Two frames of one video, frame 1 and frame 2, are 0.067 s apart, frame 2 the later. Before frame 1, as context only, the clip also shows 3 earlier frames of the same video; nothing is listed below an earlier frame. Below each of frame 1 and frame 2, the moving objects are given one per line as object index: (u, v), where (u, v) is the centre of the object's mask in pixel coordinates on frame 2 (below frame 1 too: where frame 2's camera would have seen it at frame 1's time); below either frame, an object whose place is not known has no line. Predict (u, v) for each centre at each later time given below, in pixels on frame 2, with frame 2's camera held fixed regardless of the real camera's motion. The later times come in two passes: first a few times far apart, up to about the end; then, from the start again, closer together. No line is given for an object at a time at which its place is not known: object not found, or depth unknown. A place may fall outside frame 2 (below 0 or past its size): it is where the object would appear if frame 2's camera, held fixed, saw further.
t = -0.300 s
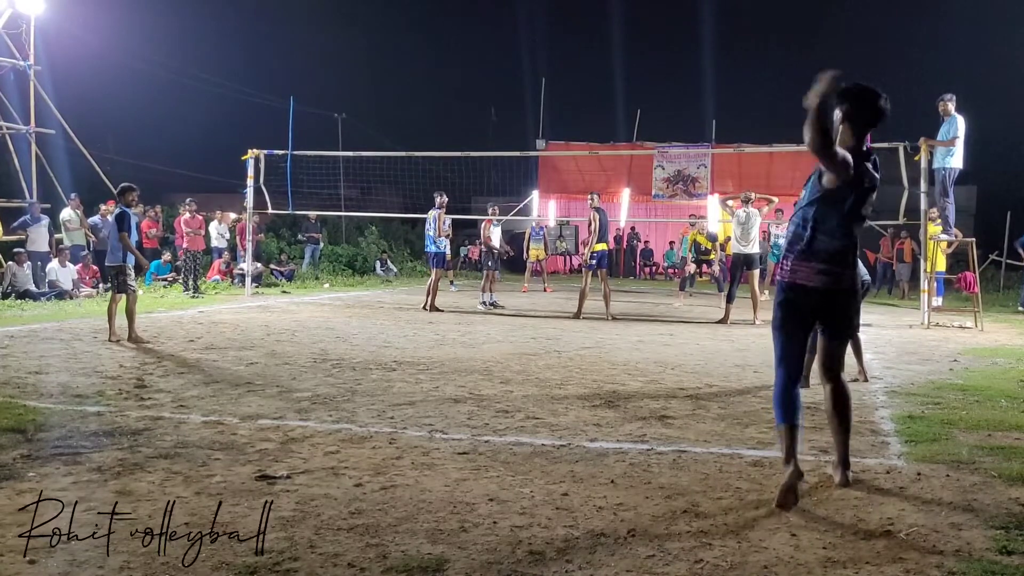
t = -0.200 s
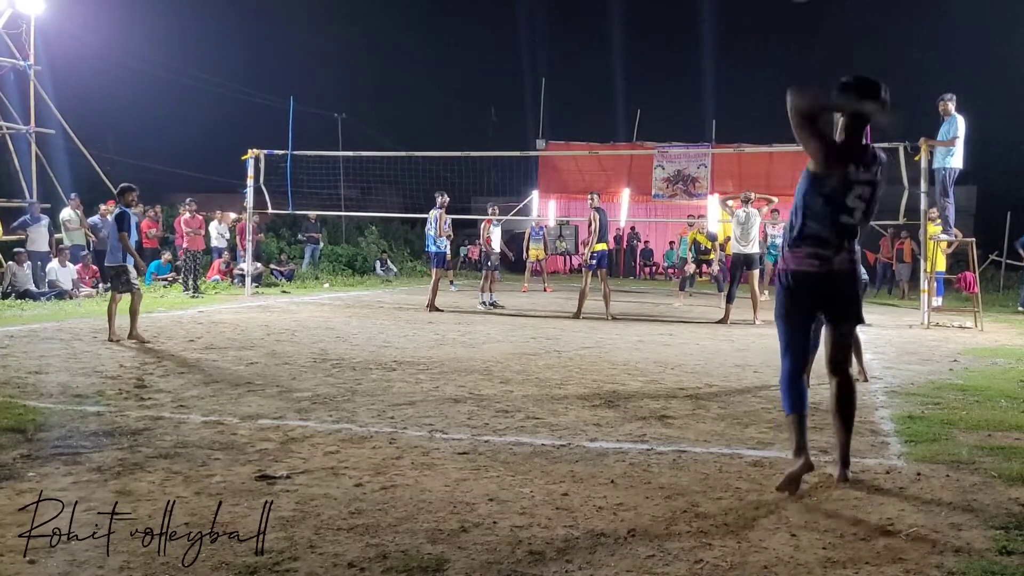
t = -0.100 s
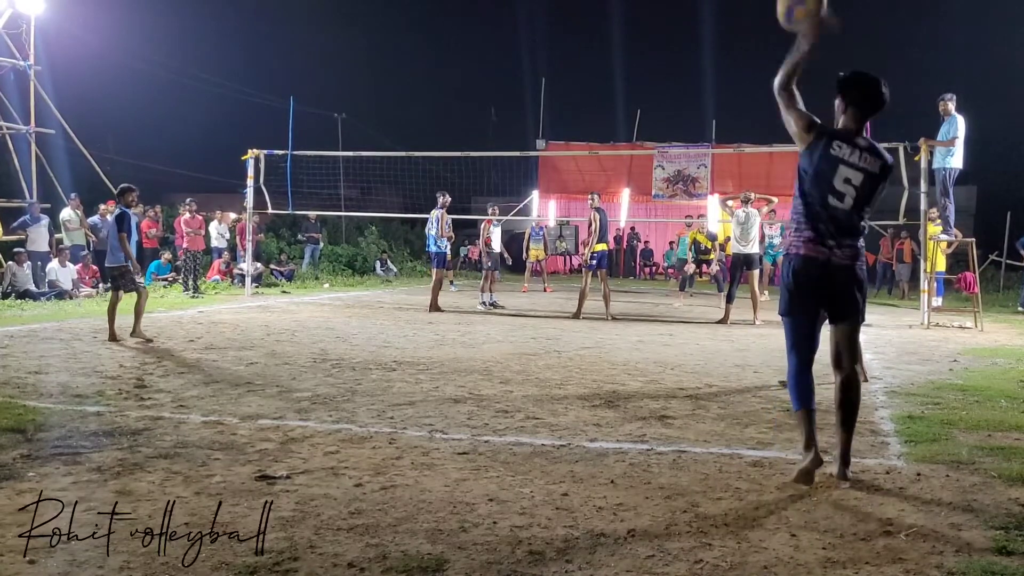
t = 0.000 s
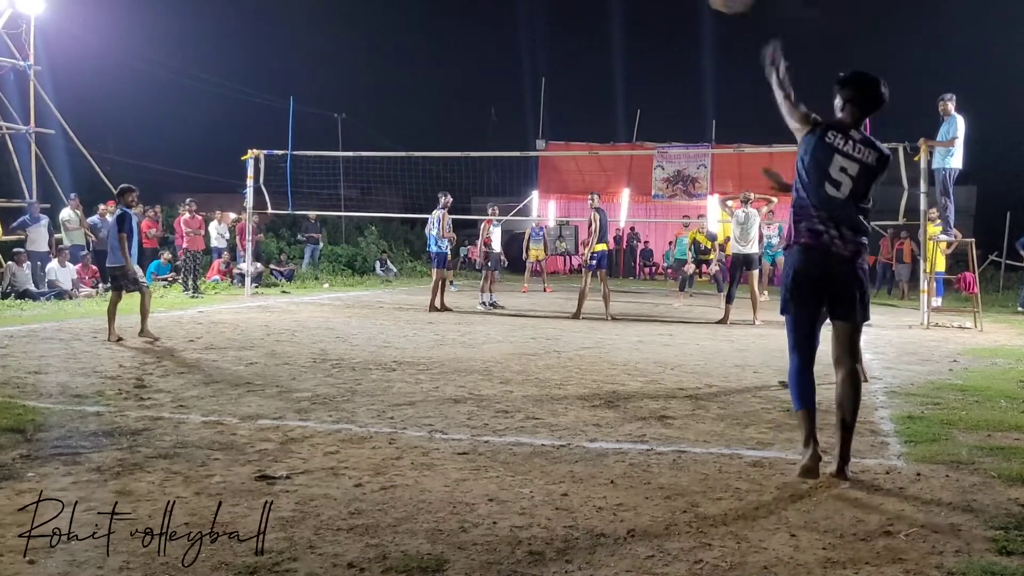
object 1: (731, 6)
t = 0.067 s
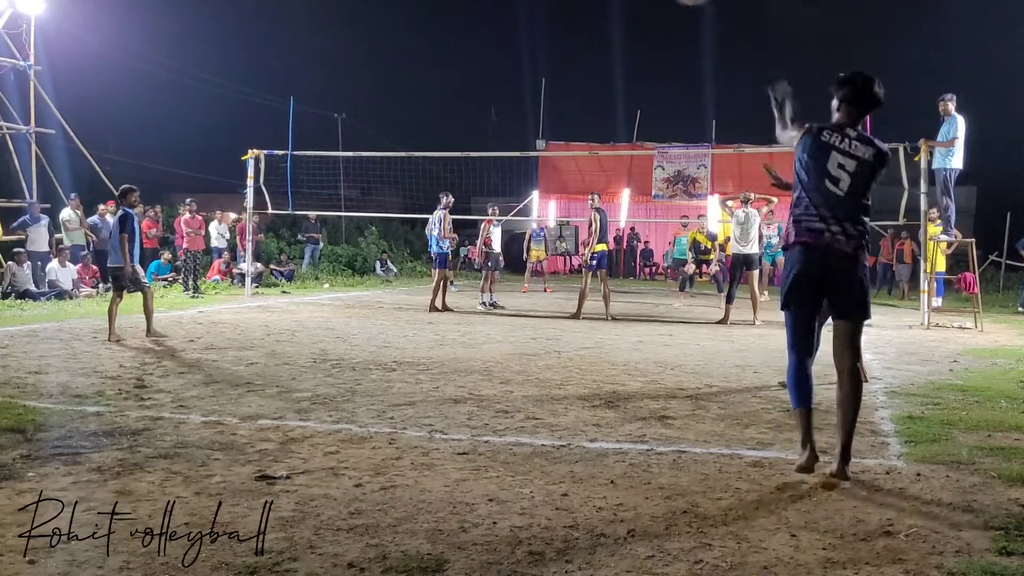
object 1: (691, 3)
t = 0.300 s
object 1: (610, 12)
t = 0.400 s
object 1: (588, 33)
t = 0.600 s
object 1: (559, 80)
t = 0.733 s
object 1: (546, 113)
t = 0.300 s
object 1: (610, 12)
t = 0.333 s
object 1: (602, 18)
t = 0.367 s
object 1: (595, 26)
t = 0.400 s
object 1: (588, 33)
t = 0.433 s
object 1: (582, 40)
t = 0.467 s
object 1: (577, 48)
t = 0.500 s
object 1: (572, 56)
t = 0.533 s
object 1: (567, 63)
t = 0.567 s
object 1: (563, 71)
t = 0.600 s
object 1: (559, 80)
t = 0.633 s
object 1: (555, 88)
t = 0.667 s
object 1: (552, 97)
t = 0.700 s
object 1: (549, 105)
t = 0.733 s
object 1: (546, 113)
